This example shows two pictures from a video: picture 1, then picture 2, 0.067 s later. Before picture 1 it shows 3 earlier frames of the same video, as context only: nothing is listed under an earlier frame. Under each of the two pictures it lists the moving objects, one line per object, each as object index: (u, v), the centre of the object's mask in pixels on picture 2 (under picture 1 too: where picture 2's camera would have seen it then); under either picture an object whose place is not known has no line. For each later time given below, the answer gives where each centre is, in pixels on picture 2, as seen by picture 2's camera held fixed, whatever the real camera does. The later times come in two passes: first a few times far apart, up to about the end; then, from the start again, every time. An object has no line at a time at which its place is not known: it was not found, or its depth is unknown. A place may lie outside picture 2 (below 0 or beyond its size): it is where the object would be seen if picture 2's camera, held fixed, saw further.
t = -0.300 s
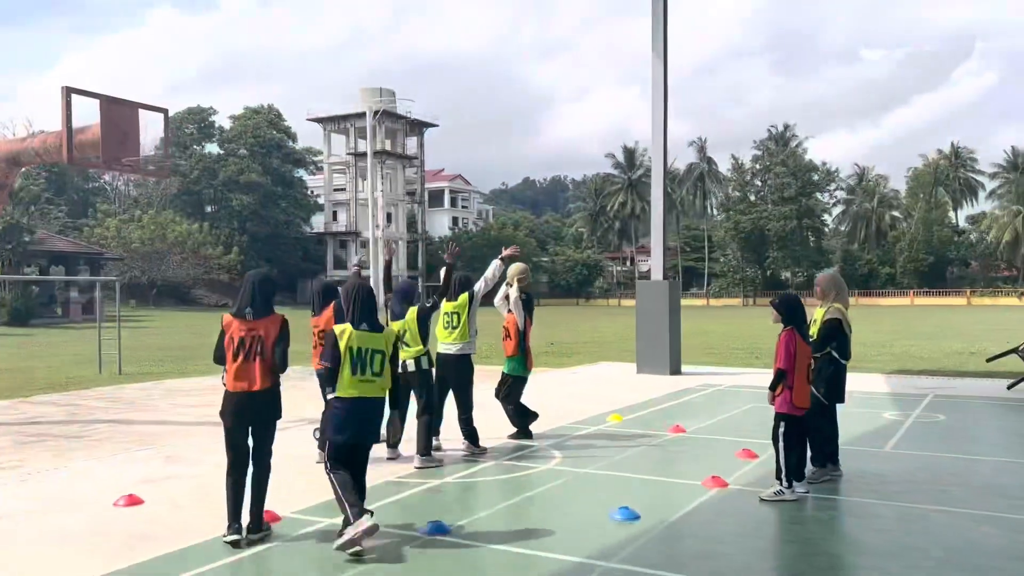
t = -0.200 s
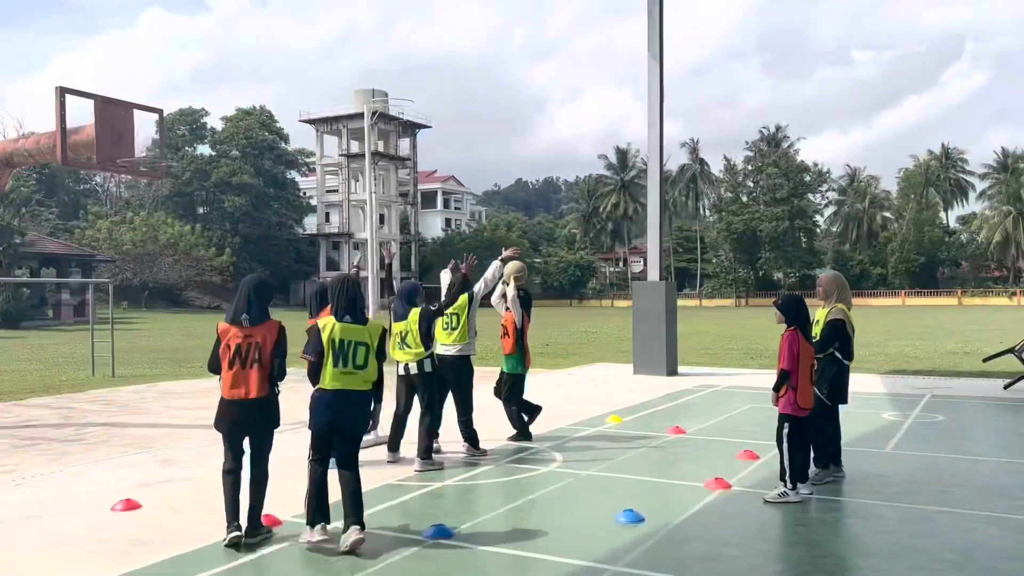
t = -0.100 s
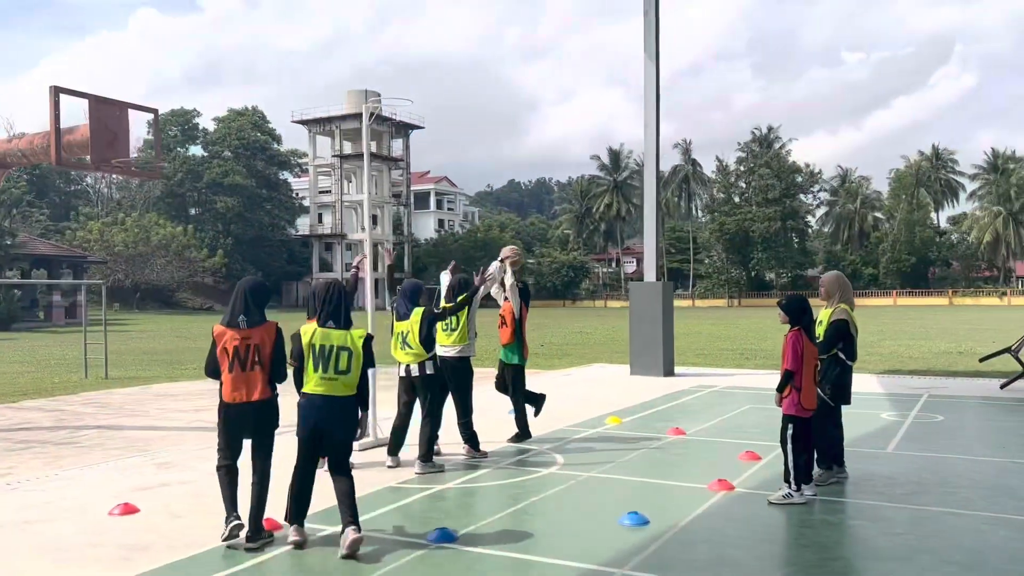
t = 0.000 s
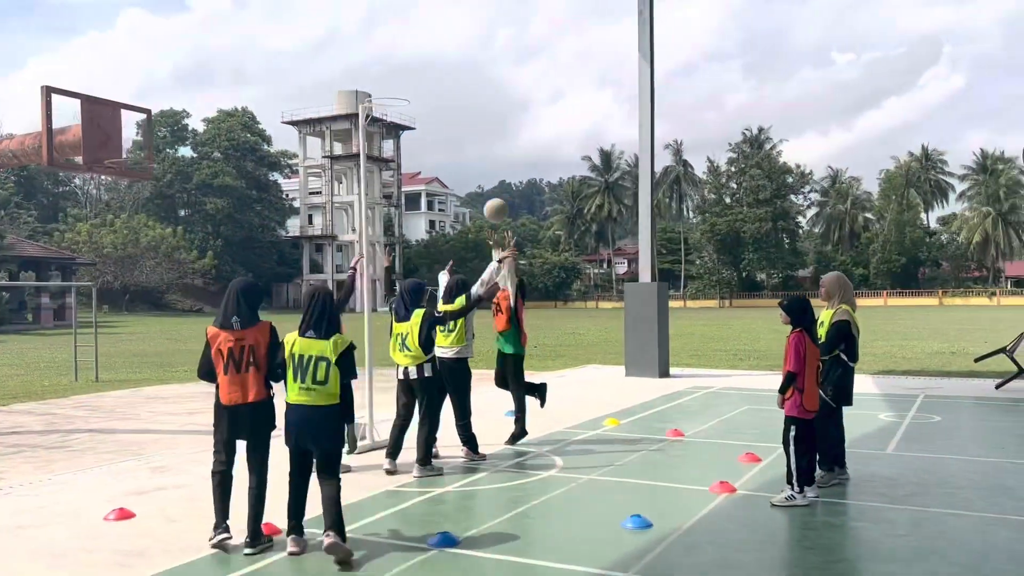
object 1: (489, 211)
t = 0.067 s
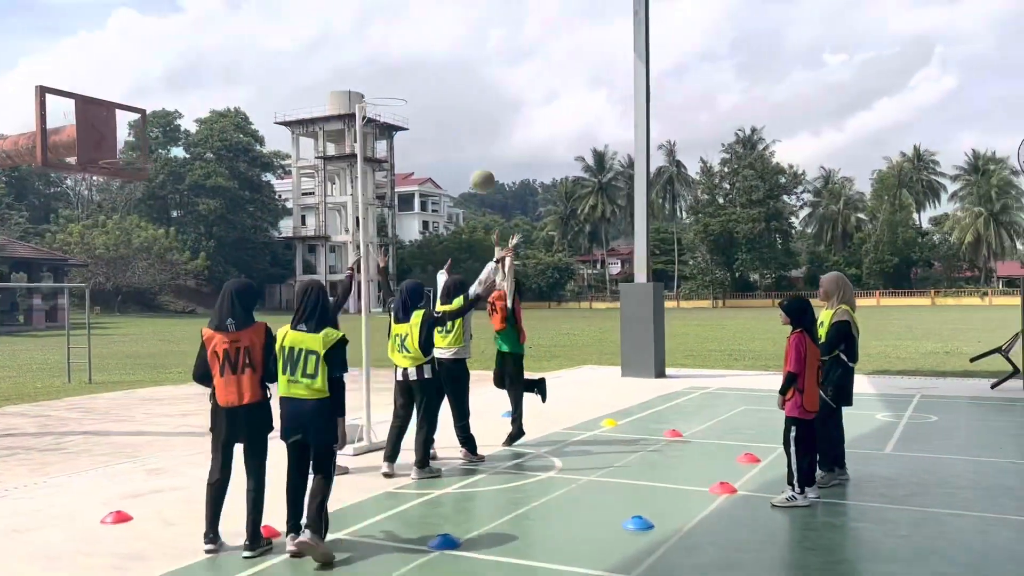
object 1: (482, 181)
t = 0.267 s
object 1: (461, 117)
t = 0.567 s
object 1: (460, 103)
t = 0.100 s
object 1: (480, 168)
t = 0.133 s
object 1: (476, 156)
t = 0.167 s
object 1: (472, 144)
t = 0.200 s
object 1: (469, 134)
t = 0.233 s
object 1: (465, 125)
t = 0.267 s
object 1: (461, 117)
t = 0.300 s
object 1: (458, 110)
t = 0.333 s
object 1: (454, 105)
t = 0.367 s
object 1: (451, 101)
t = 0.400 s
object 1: (447, 98)
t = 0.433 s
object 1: (444, 97)
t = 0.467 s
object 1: (446, 97)
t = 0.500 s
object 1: (451, 97)
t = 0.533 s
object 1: (455, 99)
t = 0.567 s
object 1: (460, 103)
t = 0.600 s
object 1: (465, 107)
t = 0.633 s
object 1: (470, 113)
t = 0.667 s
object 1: (474, 120)
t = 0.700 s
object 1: (479, 129)
